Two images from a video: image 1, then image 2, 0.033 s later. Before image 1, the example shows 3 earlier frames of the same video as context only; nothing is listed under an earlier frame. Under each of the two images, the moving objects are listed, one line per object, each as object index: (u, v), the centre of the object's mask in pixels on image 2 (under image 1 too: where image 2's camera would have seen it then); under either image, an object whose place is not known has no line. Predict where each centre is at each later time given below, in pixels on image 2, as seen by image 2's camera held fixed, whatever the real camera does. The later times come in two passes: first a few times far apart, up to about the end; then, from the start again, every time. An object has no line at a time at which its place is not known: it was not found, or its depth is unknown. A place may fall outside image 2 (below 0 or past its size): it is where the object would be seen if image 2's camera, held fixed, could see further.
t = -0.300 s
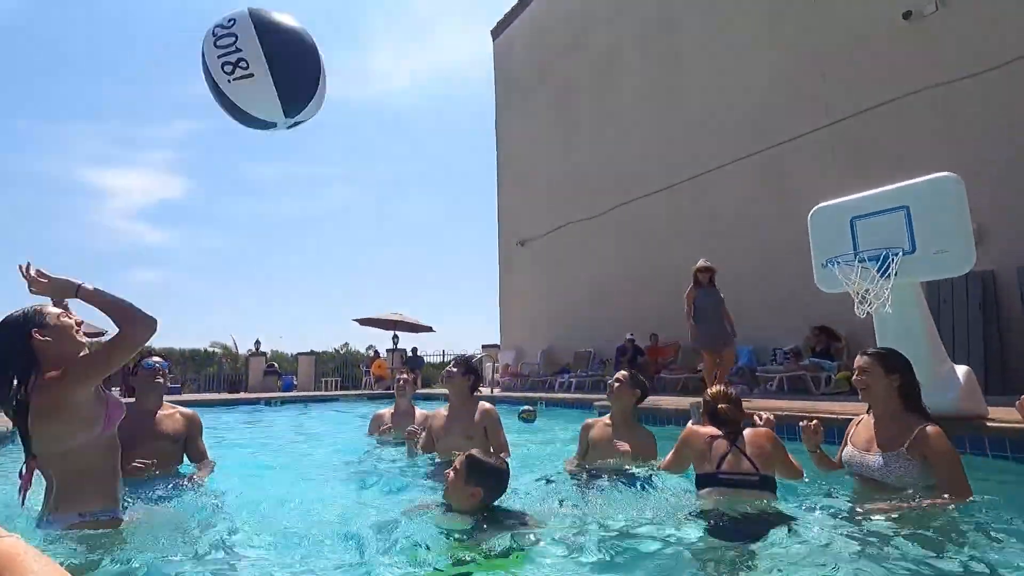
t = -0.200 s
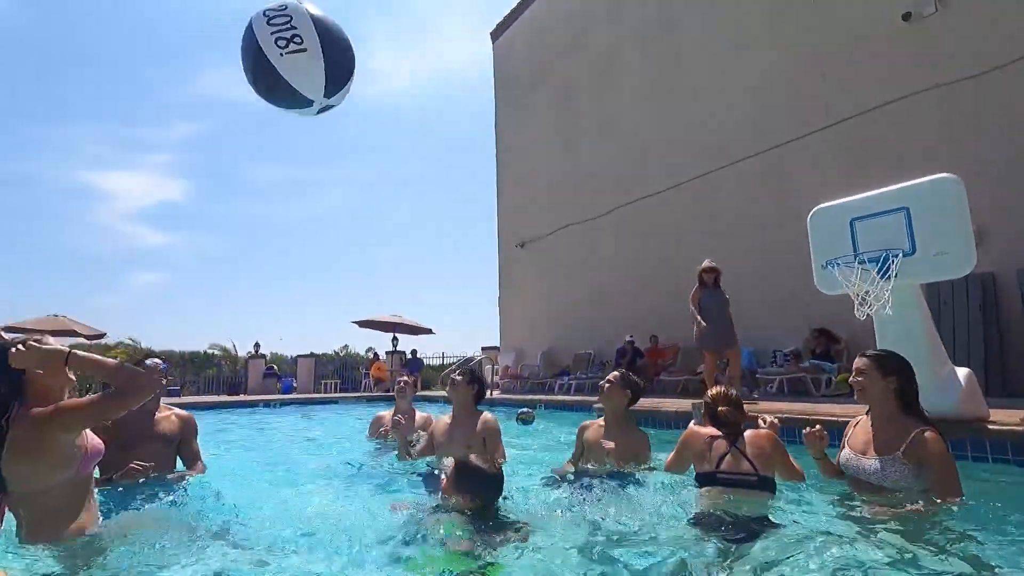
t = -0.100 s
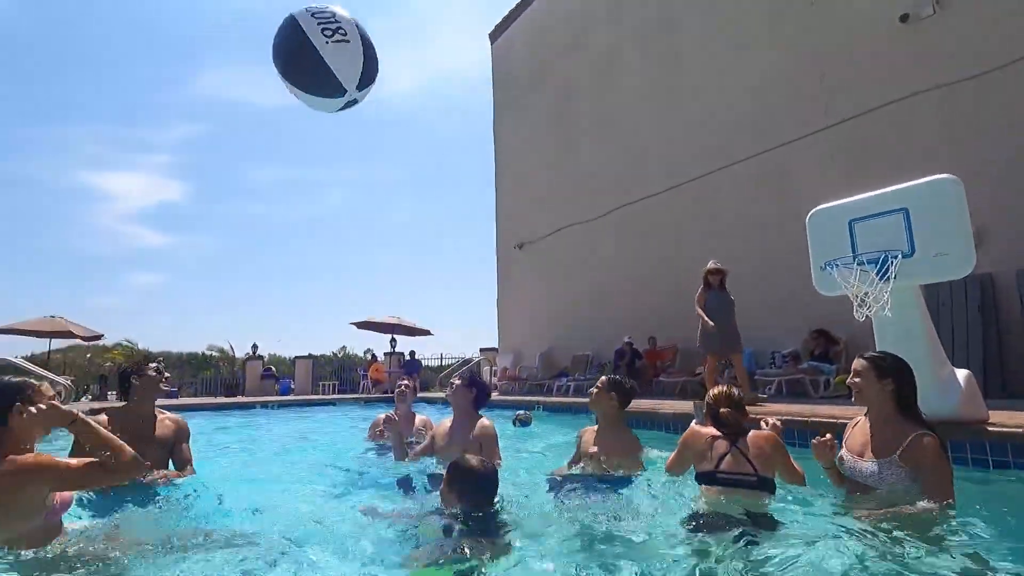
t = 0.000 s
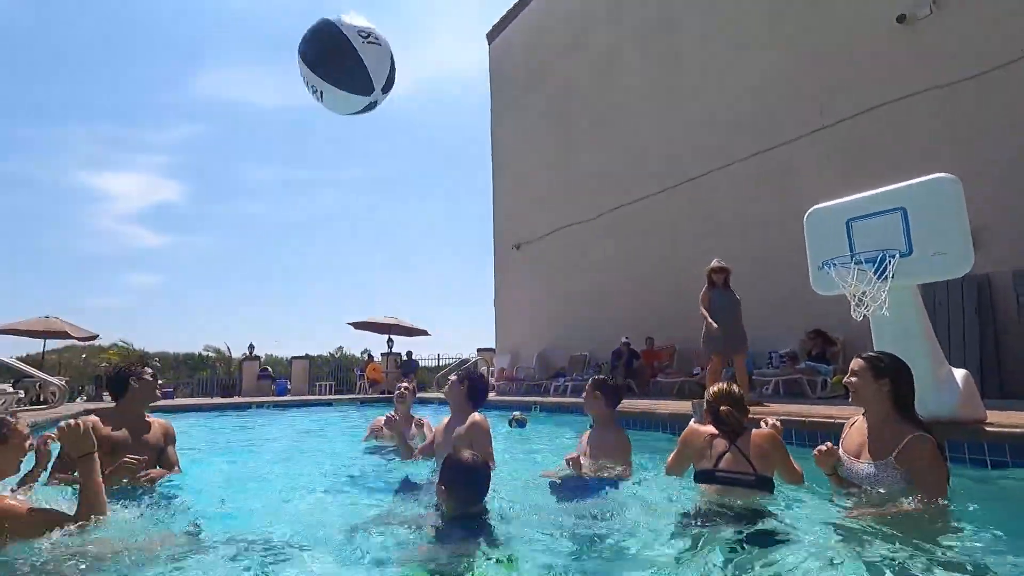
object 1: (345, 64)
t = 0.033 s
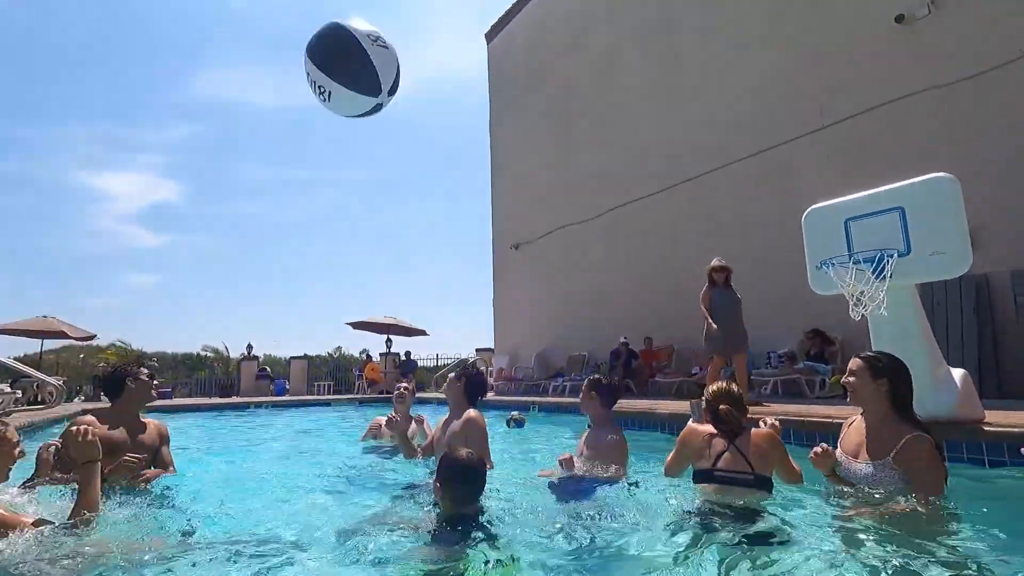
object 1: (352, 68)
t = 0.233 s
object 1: (387, 110)
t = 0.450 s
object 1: (418, 178)
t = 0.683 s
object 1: (445, 270)
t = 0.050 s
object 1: (355, 70)
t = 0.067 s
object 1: (358, 73)
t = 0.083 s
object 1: (362, 76)
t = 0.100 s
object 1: (365, 80)
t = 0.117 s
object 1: (368, 83)
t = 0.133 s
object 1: (371, 86)
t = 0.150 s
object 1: (374, 89)
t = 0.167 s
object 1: (377, 93)
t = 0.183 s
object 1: (380, 97)
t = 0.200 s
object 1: (382, 101)
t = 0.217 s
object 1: (385, 105)
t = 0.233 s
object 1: (387, 110)
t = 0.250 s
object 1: (390, 114)
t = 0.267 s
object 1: (393, 118)
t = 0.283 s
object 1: (395, 123)
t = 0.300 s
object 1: (398, 128)
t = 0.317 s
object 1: (400, 133)
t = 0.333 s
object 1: (402, 138)
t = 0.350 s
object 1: (404, 143)
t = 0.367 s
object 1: (407, 149)
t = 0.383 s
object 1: (409, 155)
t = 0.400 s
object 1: (411, 160)
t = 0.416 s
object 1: (413, 166)
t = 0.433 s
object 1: (416, 172)
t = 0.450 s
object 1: (418, 178)
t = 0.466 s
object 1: (420, 183)
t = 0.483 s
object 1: (422, 190)
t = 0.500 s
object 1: (424, 195)
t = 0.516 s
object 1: (427, 202)
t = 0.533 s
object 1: (429, 208)
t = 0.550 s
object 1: (431, 214)
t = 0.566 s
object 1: (433, 221)
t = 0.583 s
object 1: (434, 228)
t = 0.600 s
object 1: (436, 235)
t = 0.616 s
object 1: (437, 242)
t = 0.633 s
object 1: (439, 248)
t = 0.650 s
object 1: (441, 255)
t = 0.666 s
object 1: (443, 262)
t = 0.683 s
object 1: (445, 270)
